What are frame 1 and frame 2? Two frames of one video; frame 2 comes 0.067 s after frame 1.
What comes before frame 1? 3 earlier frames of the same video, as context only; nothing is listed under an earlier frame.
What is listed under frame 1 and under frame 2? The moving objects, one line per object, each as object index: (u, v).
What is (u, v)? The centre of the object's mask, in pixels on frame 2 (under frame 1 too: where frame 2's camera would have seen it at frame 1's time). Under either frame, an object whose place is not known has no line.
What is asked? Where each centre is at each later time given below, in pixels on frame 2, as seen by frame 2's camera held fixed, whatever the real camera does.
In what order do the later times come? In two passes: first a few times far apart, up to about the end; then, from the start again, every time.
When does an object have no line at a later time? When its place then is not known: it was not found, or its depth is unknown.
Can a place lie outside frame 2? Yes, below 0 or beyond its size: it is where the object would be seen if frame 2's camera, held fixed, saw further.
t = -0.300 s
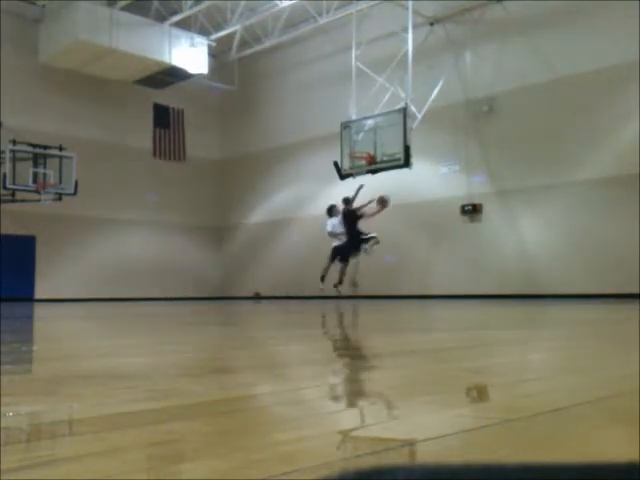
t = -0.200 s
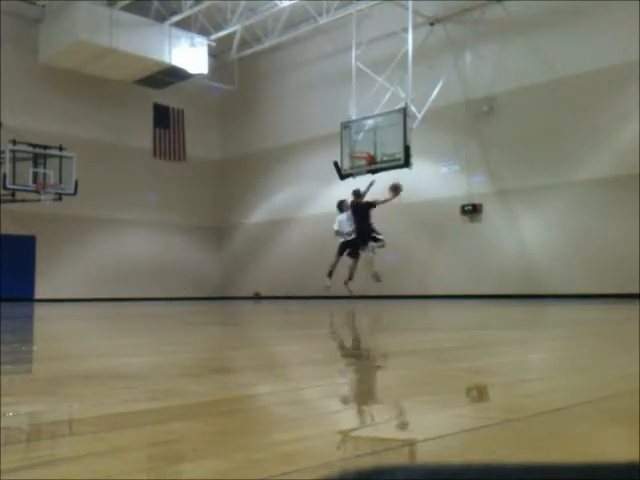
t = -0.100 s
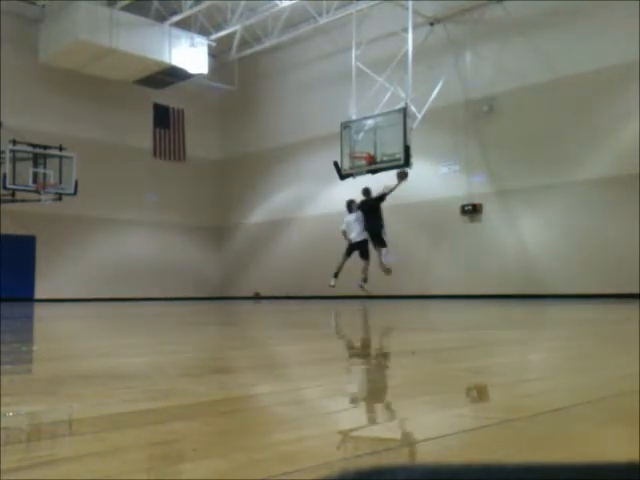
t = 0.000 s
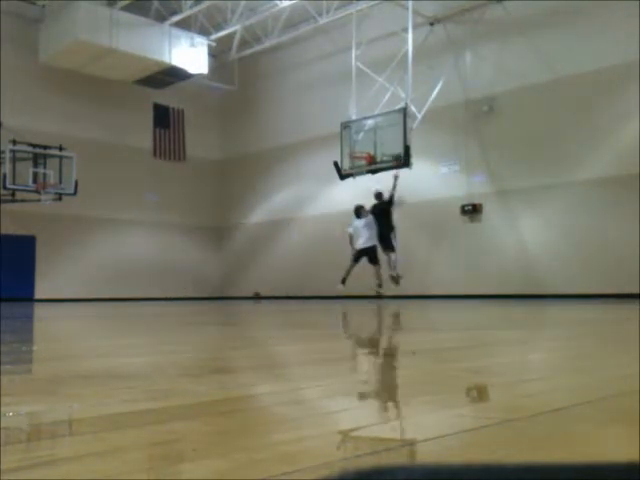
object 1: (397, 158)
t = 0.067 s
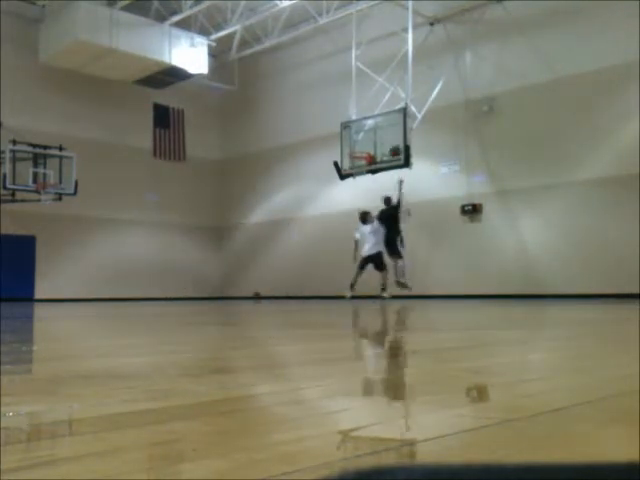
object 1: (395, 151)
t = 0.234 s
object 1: (388, 143)
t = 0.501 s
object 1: (366, 147)
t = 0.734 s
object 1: (355, 167)
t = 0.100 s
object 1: (393, 149)
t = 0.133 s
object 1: (392, 146)
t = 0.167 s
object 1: (391, 145)
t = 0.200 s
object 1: (389, 143)
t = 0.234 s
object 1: (388, 143)
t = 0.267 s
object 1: (387, 142)
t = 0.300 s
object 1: (386, 142)
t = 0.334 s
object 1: (385, 142)
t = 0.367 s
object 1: (382, 143)
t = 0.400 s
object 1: (377, 143)
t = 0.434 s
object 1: (373, 144)
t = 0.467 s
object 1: (369, 145)
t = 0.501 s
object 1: (366, 147)
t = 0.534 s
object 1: (362, 149)
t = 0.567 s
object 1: (359, 151)
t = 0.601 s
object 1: (355, 155)
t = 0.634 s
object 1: (353, 158)
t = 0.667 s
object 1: (354, 162)
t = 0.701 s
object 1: (354, 164)
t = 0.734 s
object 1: (355, 167)
